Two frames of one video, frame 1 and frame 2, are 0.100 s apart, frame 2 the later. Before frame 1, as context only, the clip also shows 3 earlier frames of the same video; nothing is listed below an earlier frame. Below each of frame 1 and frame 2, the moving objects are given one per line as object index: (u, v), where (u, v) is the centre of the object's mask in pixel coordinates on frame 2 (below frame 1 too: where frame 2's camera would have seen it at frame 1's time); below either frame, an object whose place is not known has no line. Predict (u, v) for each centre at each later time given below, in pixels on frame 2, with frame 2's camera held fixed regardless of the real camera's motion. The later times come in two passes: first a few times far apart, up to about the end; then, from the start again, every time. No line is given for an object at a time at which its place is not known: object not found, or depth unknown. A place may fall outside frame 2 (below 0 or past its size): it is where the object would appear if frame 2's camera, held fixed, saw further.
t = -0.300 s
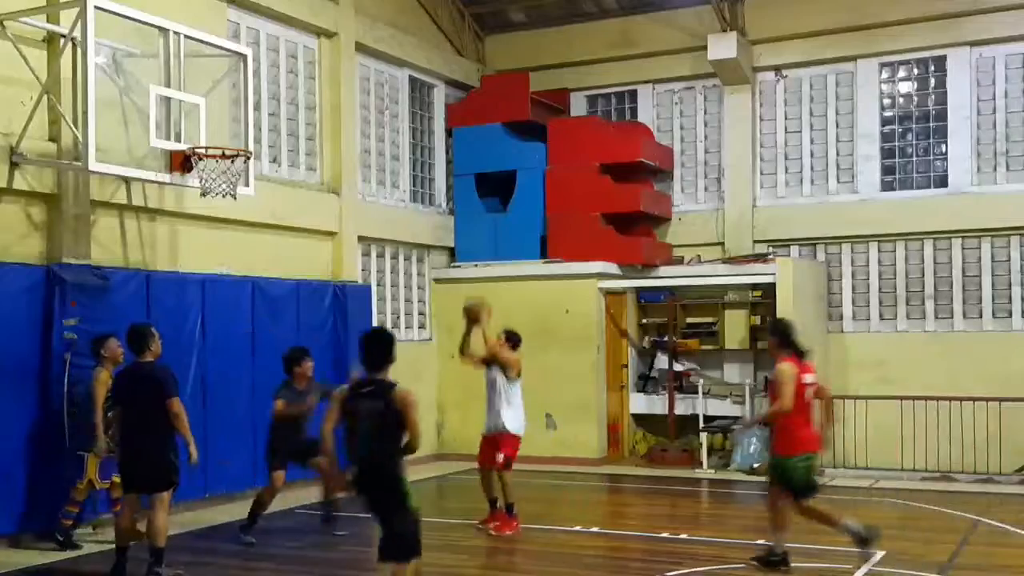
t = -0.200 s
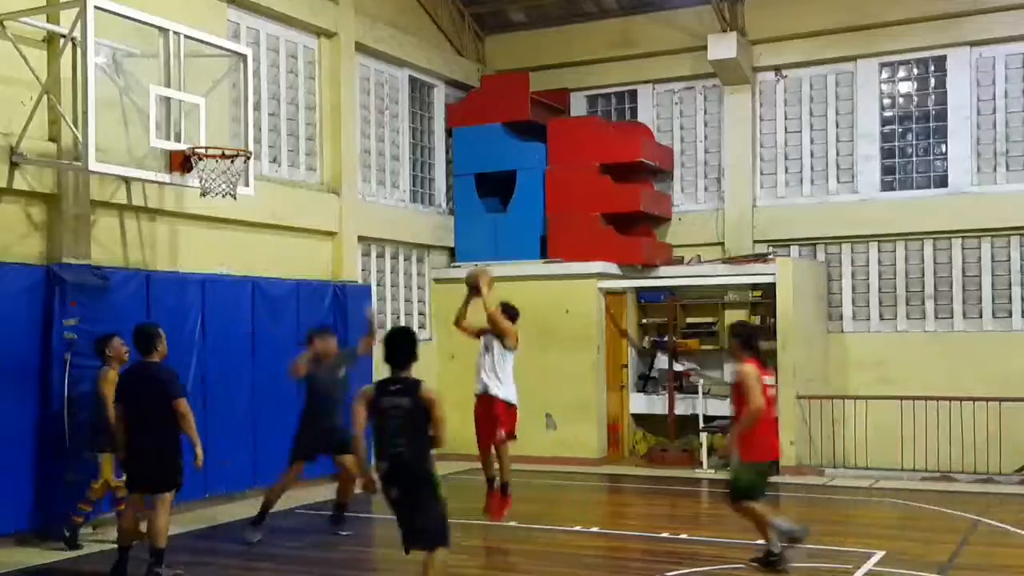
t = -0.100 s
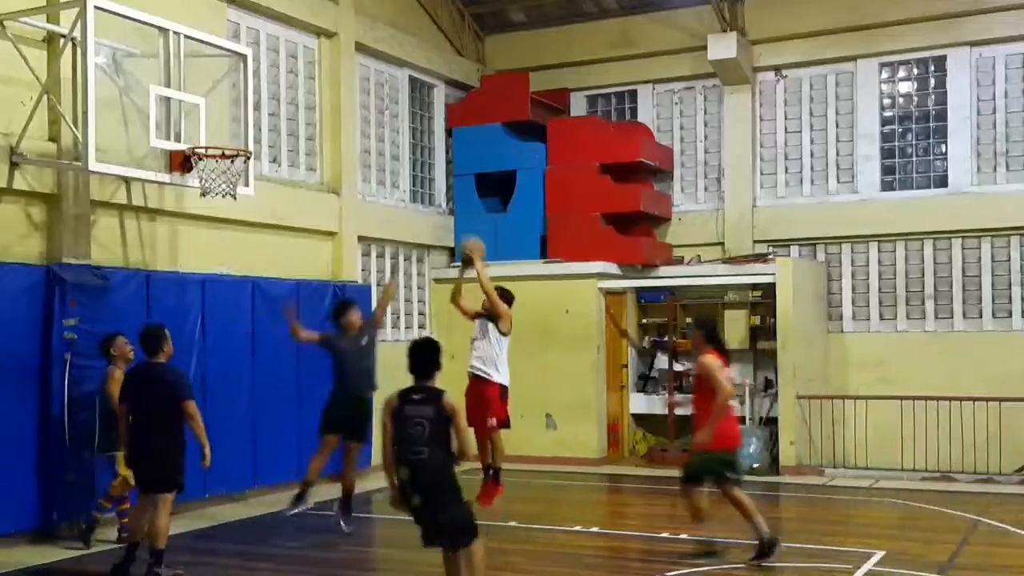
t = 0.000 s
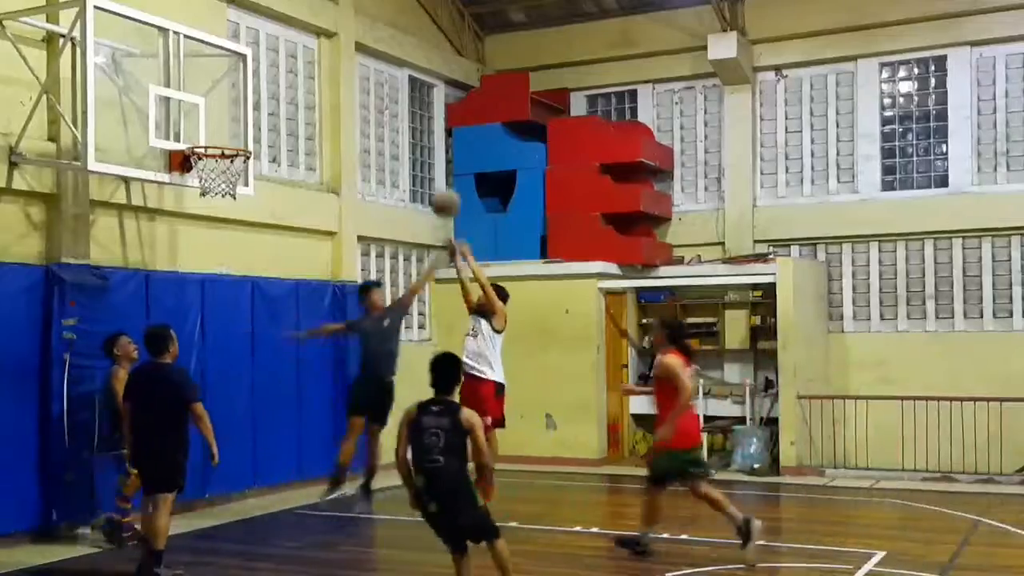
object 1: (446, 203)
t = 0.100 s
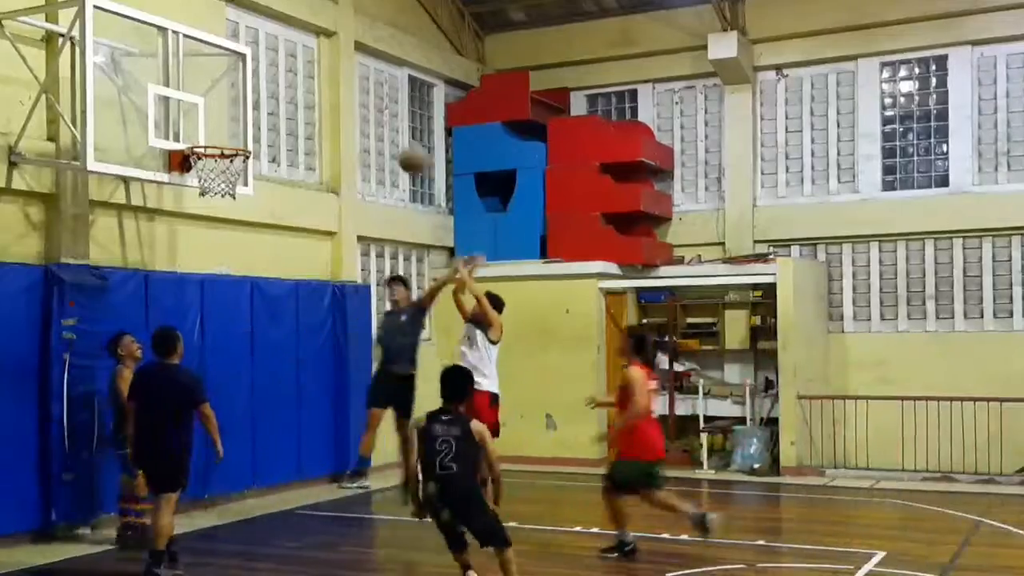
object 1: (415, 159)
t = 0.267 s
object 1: (359, 114)
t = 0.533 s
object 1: (271, 109)
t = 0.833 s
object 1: (205, 173)
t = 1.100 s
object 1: (219, 205)
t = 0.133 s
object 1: (403, 148)
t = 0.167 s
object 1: (391, 139)
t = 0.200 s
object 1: (380, 128)
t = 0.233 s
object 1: (369, 121)
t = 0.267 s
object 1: (359, 114)
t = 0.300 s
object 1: (348, 108)
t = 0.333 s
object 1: (338, 105)
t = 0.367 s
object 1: (327, 102)
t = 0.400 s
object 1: (317, 101)
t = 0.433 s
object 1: (305, 100)
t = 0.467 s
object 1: (295, 102)
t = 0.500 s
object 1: (284, 104)
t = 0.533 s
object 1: (271, 109)
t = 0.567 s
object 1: (262, 115)
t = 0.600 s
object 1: (249, 123)
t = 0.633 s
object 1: (237, 132)
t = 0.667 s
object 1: (227, 140)
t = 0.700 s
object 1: (218, 153)
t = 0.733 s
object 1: (205, 166)
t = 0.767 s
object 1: (202, 168)
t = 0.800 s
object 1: (203, 170)
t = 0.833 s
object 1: (205, 173)
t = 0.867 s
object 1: (210, 177)
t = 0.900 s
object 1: (215, 181)
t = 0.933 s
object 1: (221, 186)
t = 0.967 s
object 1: (223, 188)
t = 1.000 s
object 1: (224, 191)
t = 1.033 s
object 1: (223, 194)
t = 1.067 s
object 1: (221, 199)
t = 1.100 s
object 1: (219, 205)
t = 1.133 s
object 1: (217, 211)
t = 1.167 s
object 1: (215, 218)
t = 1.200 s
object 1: (213, 228)
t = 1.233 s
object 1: (211, 239)
